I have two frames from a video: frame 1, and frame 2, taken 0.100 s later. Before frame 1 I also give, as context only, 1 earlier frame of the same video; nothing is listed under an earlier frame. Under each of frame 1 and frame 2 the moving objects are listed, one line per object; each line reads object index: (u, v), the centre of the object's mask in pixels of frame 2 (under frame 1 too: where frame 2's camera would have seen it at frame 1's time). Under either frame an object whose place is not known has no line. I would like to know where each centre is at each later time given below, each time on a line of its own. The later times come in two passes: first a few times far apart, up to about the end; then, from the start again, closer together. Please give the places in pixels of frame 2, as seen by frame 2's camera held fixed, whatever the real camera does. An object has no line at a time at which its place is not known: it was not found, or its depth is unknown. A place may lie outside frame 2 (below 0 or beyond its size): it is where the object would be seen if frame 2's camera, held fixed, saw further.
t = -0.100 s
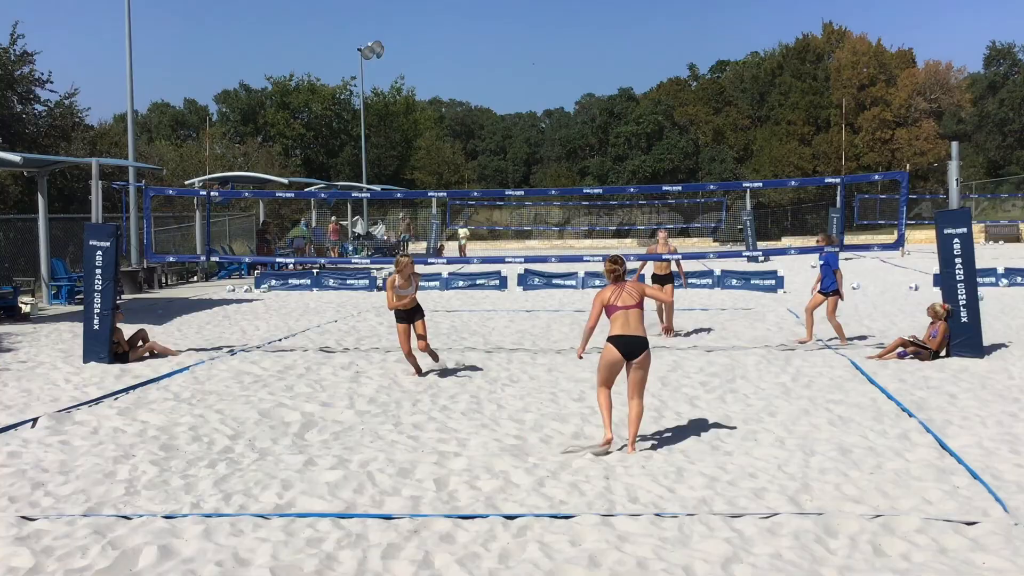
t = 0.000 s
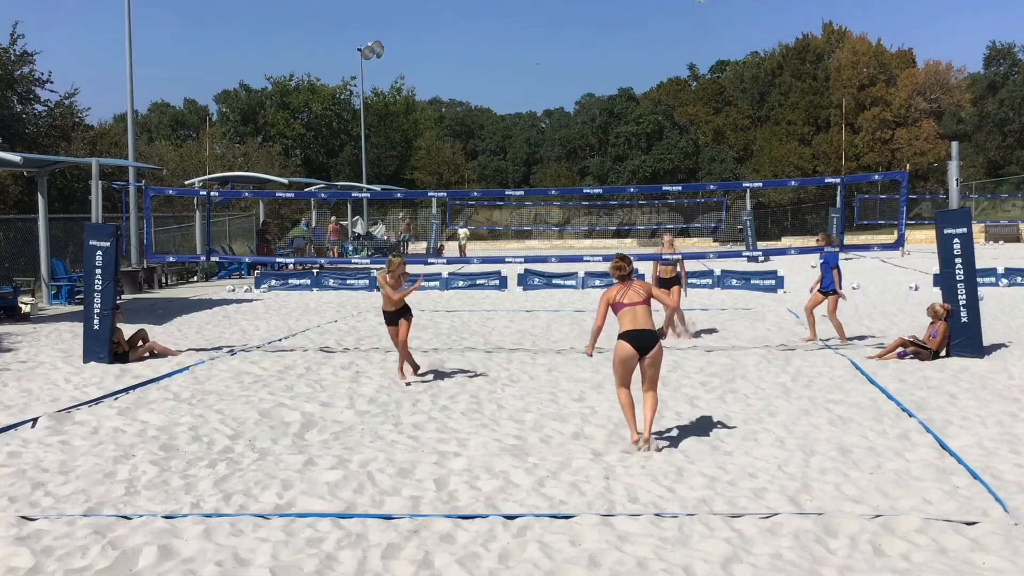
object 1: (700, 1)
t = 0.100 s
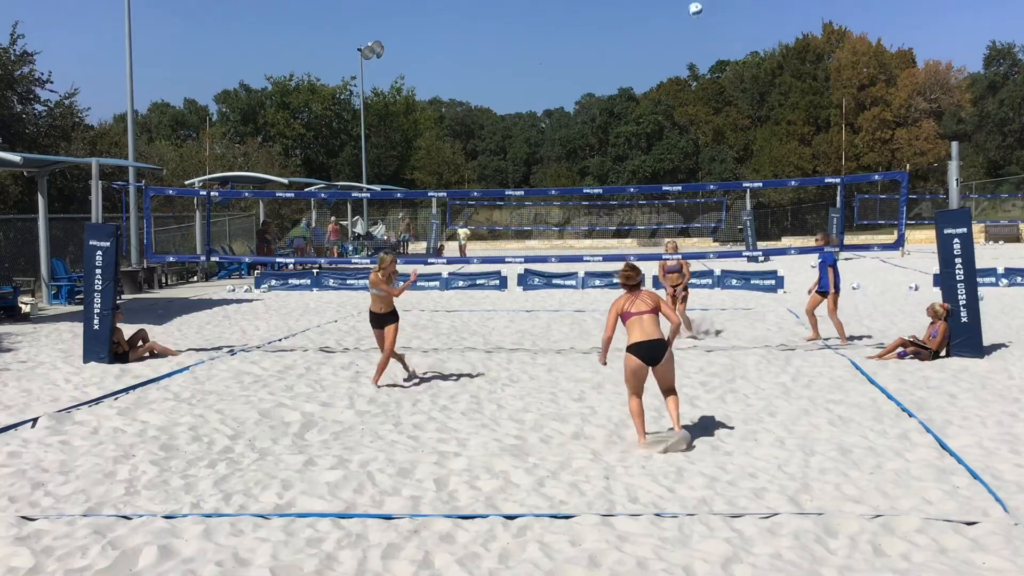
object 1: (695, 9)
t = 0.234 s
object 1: (689, 40)
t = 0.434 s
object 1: (681, 93)
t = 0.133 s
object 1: (693, 16)
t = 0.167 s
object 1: (691, 23)
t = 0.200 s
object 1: (690, 31)
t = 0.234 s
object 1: (689, 40)
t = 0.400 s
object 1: (682, 82)
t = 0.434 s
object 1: (681, 93)
